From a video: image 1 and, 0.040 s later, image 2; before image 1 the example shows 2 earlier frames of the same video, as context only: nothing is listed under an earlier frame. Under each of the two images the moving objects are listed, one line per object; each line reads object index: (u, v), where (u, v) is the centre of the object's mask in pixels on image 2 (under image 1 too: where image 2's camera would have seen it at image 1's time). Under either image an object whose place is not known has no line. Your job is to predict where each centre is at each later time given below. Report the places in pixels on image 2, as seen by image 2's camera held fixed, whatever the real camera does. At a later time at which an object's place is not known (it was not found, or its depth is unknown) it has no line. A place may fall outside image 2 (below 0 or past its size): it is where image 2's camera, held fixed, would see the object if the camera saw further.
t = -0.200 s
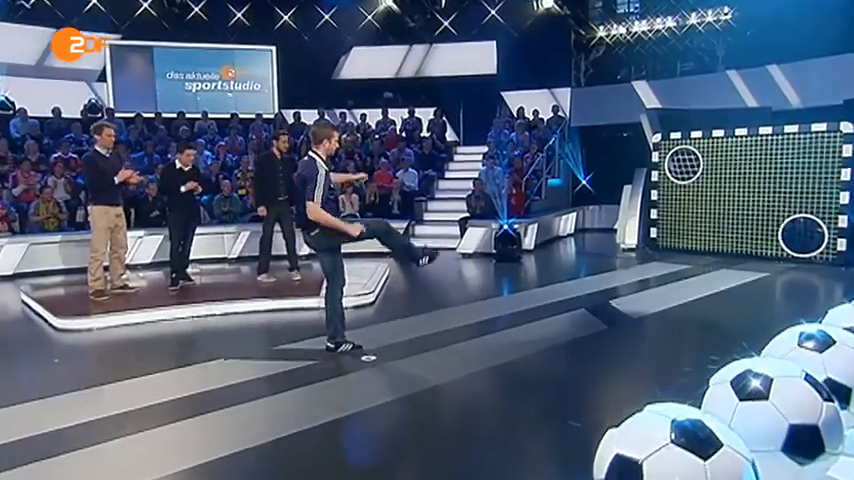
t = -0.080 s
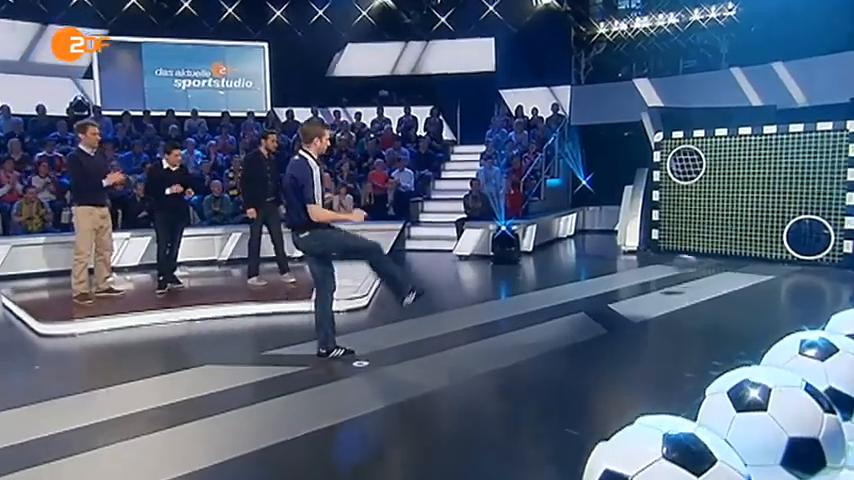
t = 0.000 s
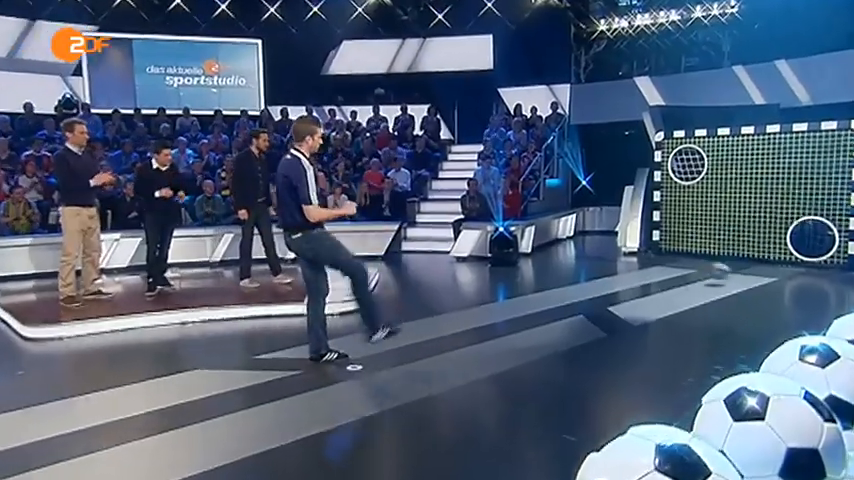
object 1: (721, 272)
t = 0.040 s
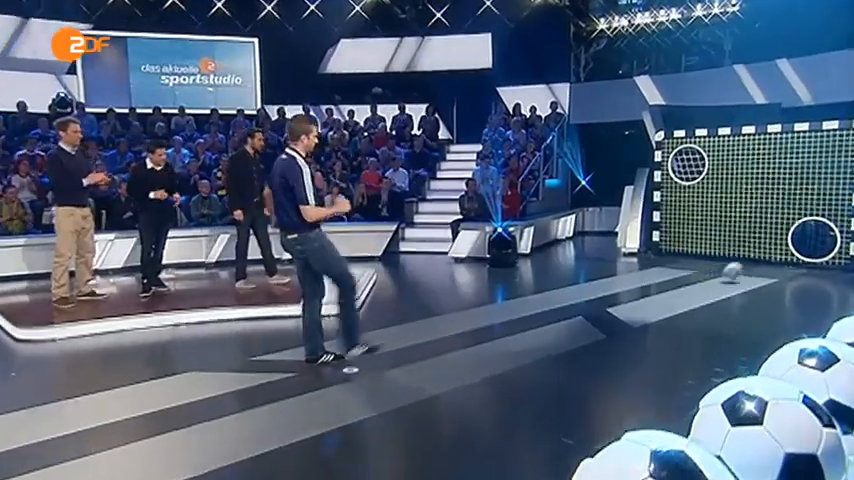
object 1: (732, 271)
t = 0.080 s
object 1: (743, 263)
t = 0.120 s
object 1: (752, 256)
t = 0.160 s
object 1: (759, 251)
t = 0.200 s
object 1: (767, 246)
